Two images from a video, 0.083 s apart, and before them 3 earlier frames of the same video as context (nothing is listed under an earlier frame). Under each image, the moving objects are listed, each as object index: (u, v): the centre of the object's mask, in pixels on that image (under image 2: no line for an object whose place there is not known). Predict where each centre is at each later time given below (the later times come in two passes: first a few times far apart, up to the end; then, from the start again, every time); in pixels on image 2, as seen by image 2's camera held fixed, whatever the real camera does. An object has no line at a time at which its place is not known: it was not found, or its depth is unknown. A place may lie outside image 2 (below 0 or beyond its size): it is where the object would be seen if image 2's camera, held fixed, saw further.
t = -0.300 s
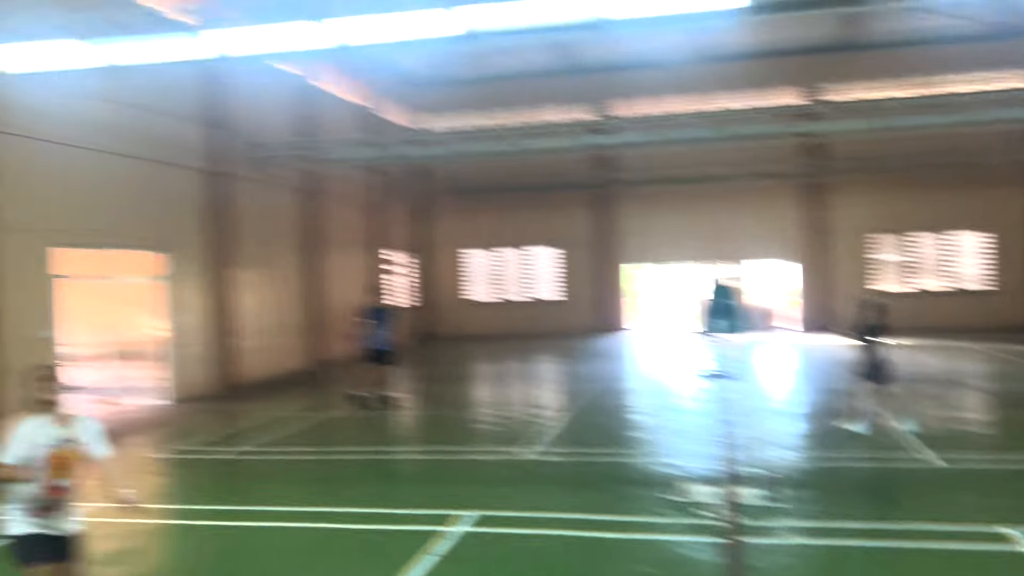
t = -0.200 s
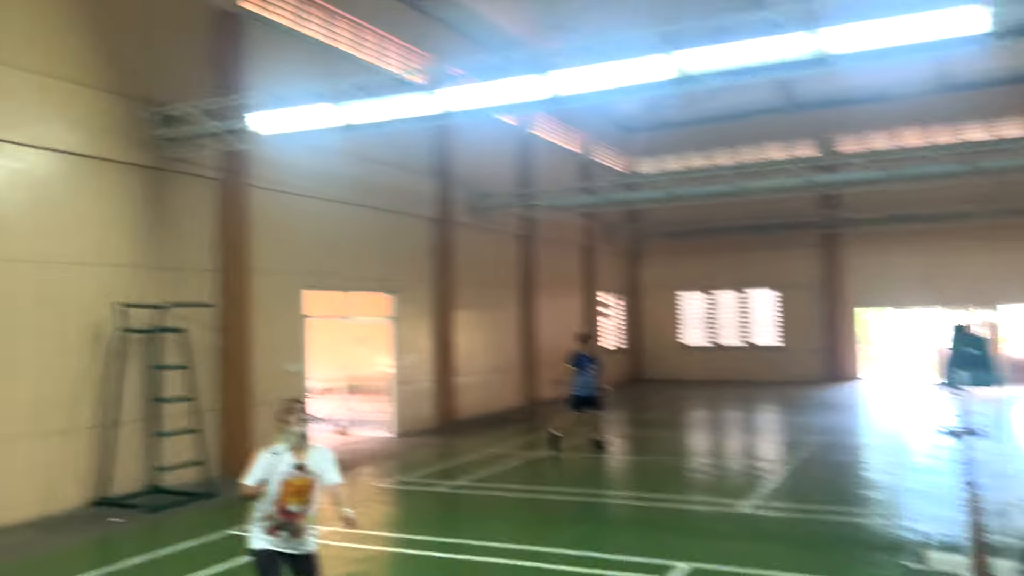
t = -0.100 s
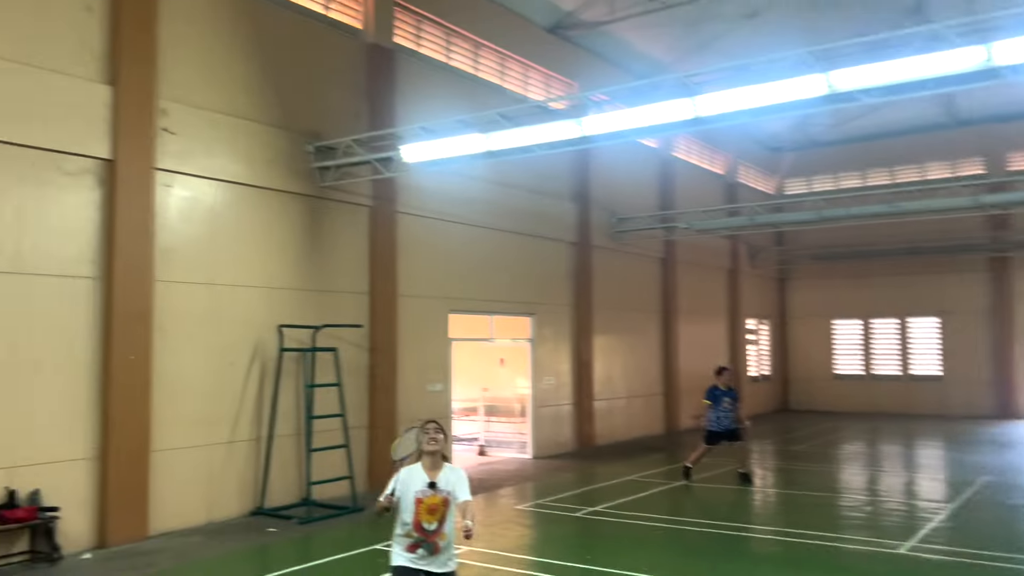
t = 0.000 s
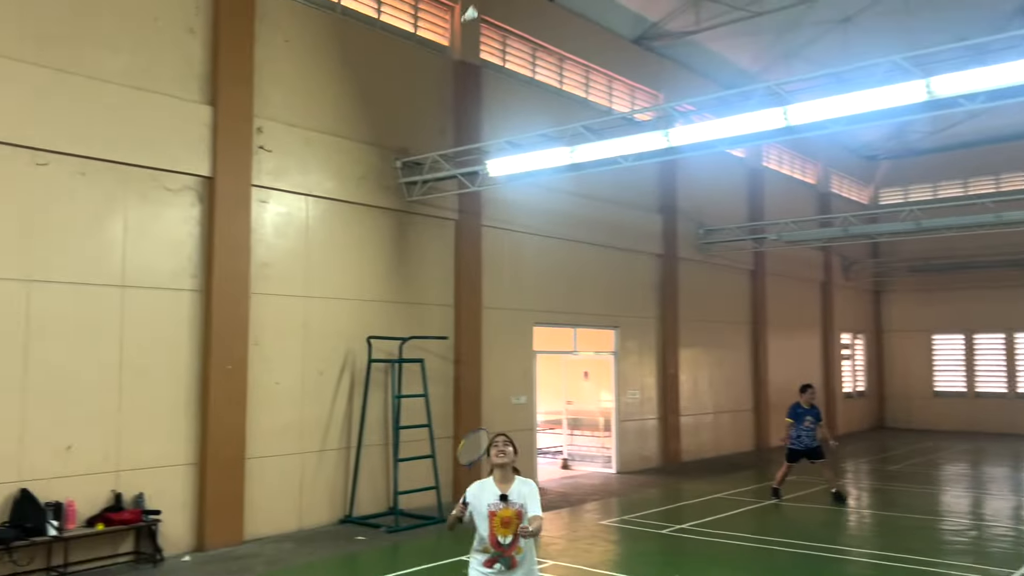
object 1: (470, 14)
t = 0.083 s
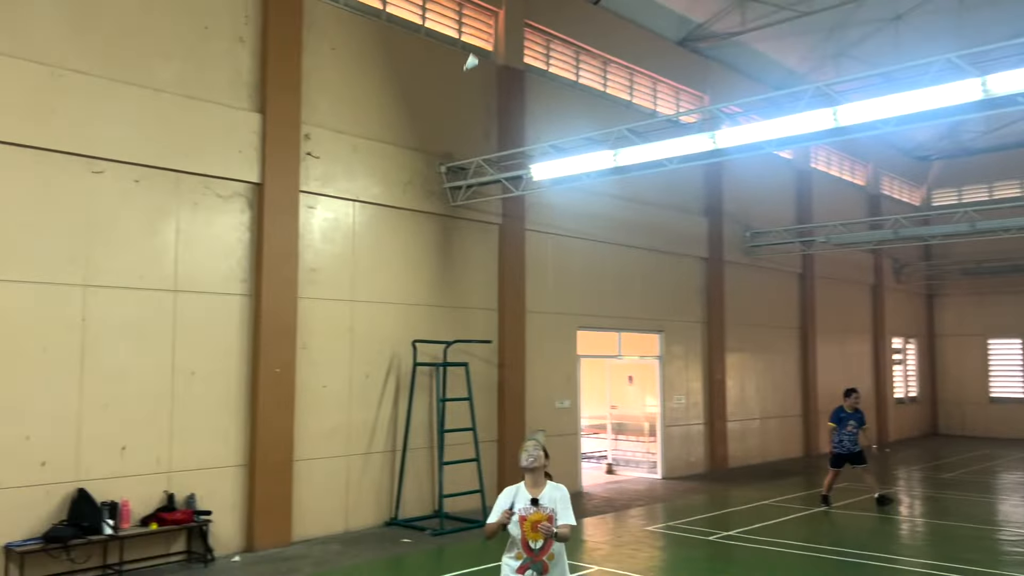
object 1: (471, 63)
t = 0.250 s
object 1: (403, 168)
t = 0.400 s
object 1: (356, 278)
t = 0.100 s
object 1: (463, 72)
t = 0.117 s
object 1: (456, 82)
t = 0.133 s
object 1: (448, 92)
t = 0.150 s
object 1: (441, 102)
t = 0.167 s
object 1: (435, 113)
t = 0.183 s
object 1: (428, 124)
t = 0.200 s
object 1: (421, 134)
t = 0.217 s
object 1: (415, 146)
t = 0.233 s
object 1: (409, 157)
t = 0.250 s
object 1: (403, 168)
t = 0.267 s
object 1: (397, 180)
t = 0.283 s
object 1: (392, 190)
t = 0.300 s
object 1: (387, 202)
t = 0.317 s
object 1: (381, 215)
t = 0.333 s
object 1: (376, 227)
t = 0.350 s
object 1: (370, 240)
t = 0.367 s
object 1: (366, 252)
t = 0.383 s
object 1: (361, 265)
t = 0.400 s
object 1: (356, 278)
